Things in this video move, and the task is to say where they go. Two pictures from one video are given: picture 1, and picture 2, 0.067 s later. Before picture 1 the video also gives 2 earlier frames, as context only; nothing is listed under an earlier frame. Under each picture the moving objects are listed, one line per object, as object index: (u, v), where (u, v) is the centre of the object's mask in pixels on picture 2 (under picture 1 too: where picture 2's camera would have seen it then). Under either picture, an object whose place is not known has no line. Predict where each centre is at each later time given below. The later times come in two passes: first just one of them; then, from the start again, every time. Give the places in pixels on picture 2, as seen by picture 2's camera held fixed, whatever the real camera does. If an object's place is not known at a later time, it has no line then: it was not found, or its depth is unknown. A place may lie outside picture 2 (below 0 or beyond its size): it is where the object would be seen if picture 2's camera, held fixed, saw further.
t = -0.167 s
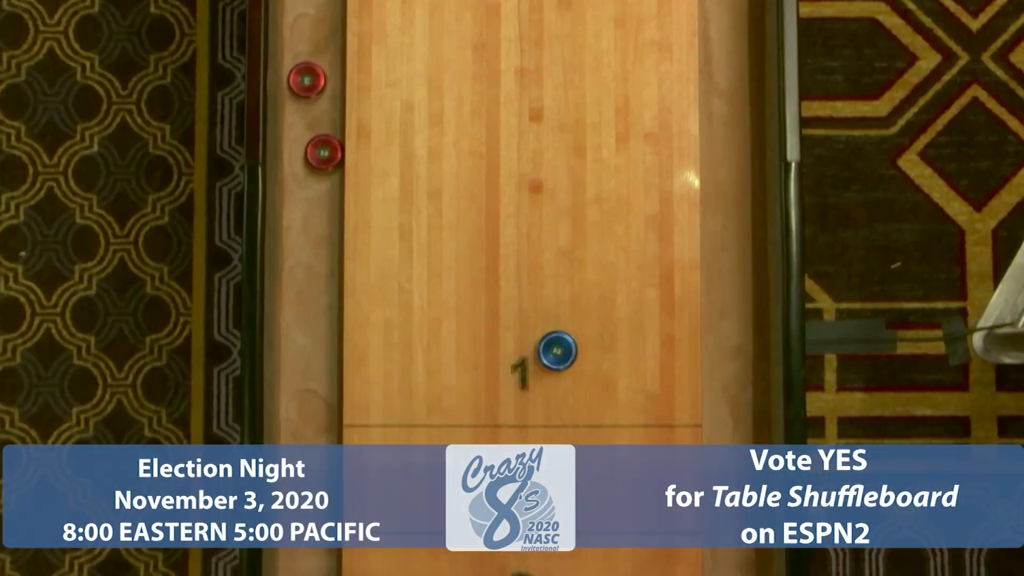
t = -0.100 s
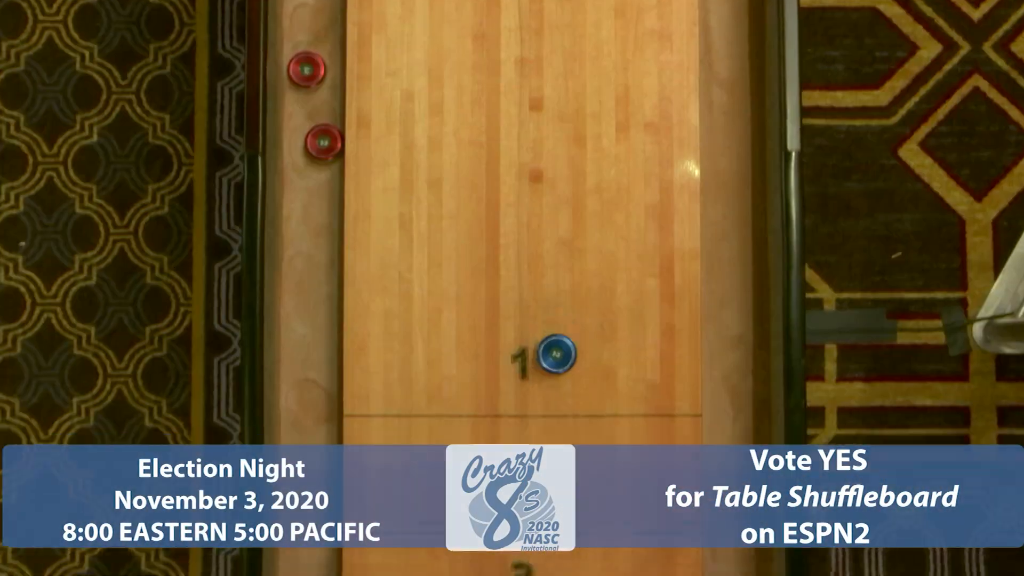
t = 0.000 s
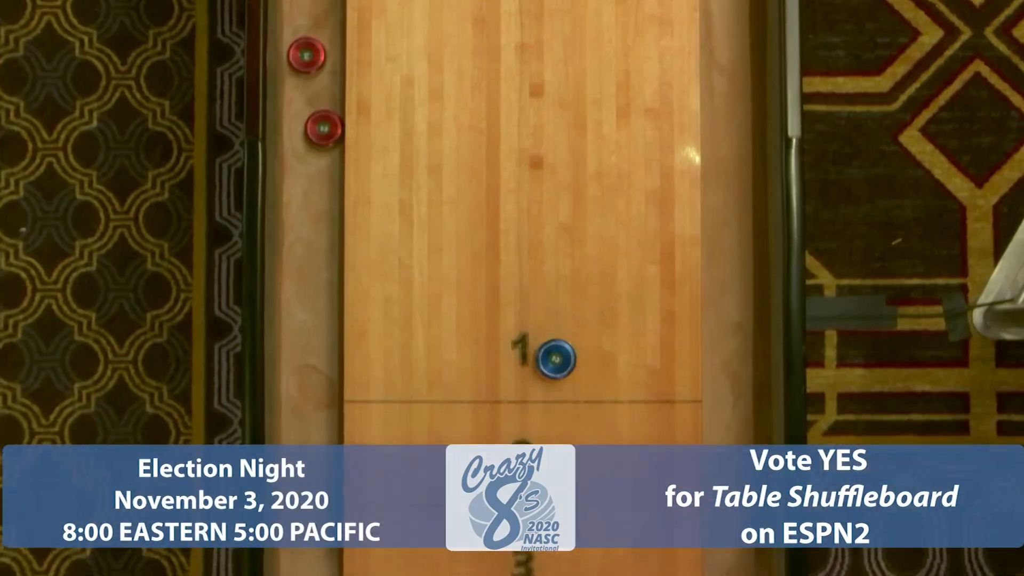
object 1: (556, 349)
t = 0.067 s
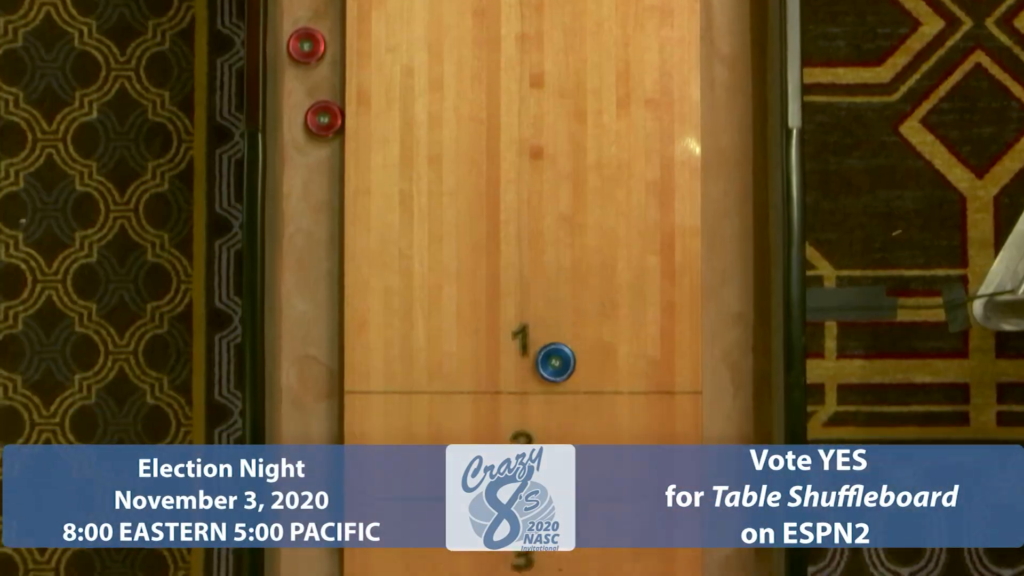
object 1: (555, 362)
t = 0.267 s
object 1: (554, 398)
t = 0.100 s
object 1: (555, 368)
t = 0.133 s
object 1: (555, 374)
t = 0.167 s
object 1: (555, 380)
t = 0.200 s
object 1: (554, 387)
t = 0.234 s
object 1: (554, 393)
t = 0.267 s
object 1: (554, 398)
